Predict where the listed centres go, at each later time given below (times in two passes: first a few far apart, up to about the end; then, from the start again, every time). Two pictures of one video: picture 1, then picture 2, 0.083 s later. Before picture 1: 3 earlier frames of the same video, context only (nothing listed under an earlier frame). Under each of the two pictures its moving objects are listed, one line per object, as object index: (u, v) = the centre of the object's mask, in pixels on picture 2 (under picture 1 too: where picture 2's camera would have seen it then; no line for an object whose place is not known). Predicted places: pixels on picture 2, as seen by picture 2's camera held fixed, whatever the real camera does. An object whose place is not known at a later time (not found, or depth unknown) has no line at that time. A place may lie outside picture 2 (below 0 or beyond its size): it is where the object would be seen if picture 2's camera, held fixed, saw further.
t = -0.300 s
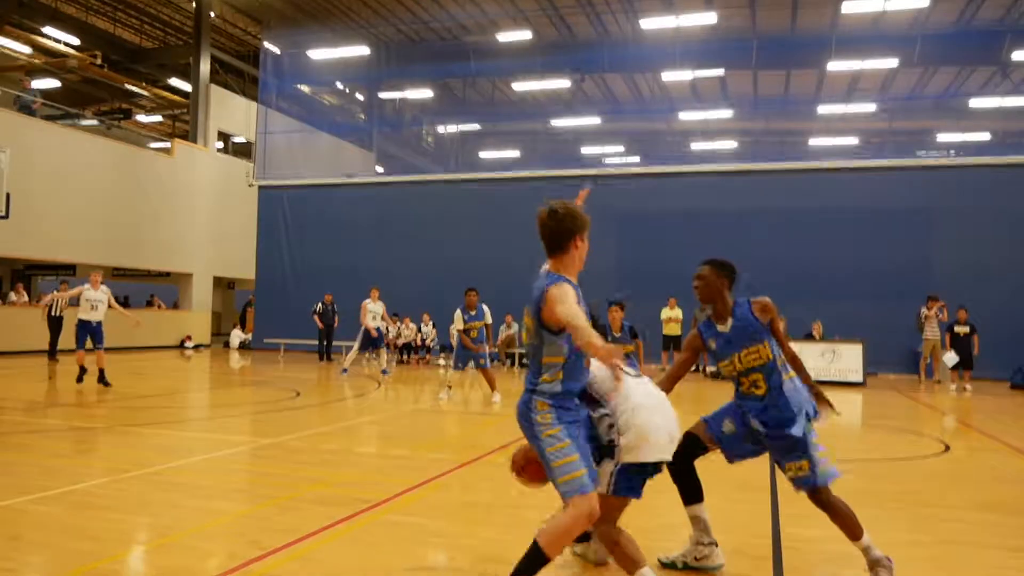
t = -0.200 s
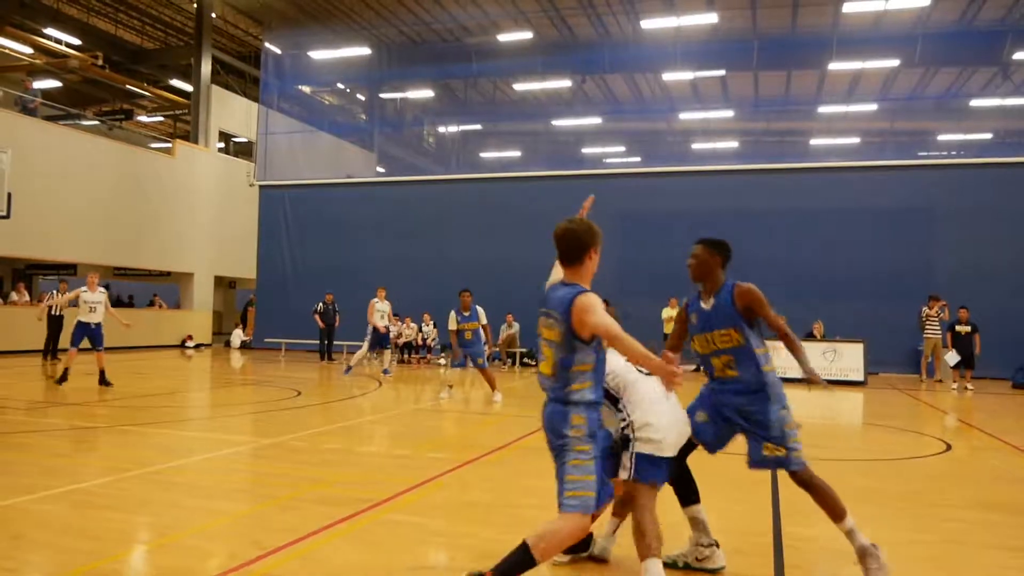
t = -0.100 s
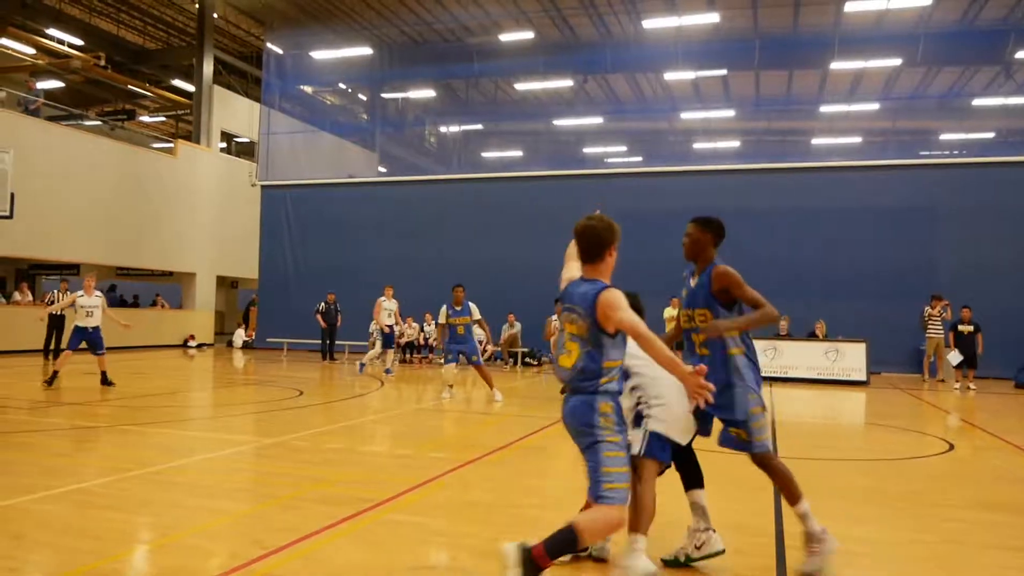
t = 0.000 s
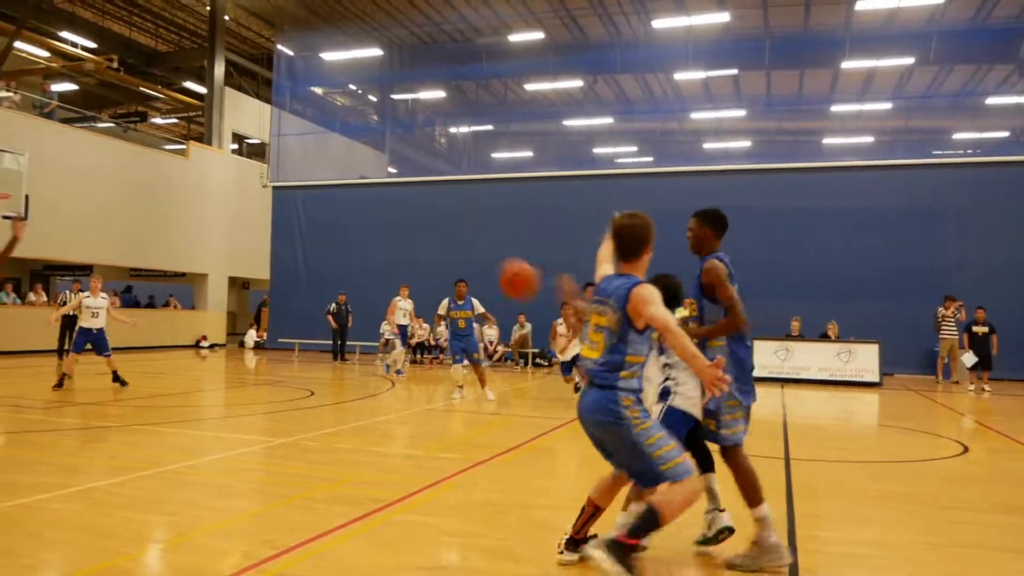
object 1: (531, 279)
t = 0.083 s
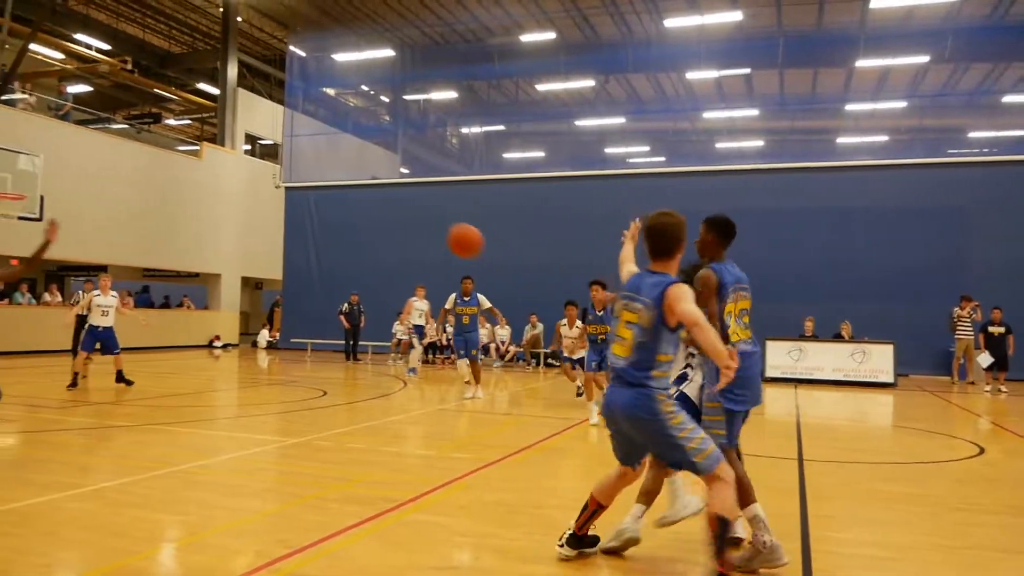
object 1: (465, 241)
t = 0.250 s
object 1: (372, 206)
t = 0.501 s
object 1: (281, 217)
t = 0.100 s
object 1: (453, 235)
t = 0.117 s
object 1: (442, 230)
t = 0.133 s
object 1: (432, 225)
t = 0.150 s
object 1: (422, 221)
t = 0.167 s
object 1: (413, 218)
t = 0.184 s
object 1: (404, 214)
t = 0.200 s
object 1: (395, 212)
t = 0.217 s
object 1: (386, 209)
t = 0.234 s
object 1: (380, 208)
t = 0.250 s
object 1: (372, 206)
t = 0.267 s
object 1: (364, 206)
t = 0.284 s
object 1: (356, 204)
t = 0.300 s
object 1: (349, 203)
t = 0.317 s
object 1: (342, 203)
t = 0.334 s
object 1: (335, 204)
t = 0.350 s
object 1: (327, 204)
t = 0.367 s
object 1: (321, 205)
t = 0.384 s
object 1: (316, 205)
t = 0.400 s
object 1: (310, 206)
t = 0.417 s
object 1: (304, 207)
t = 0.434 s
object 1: (300, 208)
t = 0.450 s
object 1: (295, 210)
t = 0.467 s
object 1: (290, 214)
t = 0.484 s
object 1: (285, 214)
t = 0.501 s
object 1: (281, 217)
